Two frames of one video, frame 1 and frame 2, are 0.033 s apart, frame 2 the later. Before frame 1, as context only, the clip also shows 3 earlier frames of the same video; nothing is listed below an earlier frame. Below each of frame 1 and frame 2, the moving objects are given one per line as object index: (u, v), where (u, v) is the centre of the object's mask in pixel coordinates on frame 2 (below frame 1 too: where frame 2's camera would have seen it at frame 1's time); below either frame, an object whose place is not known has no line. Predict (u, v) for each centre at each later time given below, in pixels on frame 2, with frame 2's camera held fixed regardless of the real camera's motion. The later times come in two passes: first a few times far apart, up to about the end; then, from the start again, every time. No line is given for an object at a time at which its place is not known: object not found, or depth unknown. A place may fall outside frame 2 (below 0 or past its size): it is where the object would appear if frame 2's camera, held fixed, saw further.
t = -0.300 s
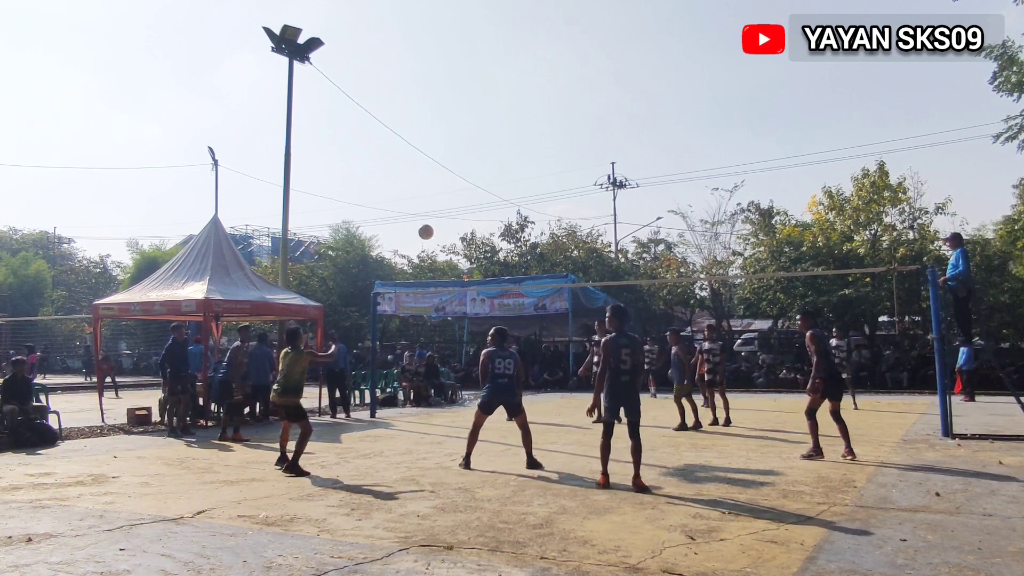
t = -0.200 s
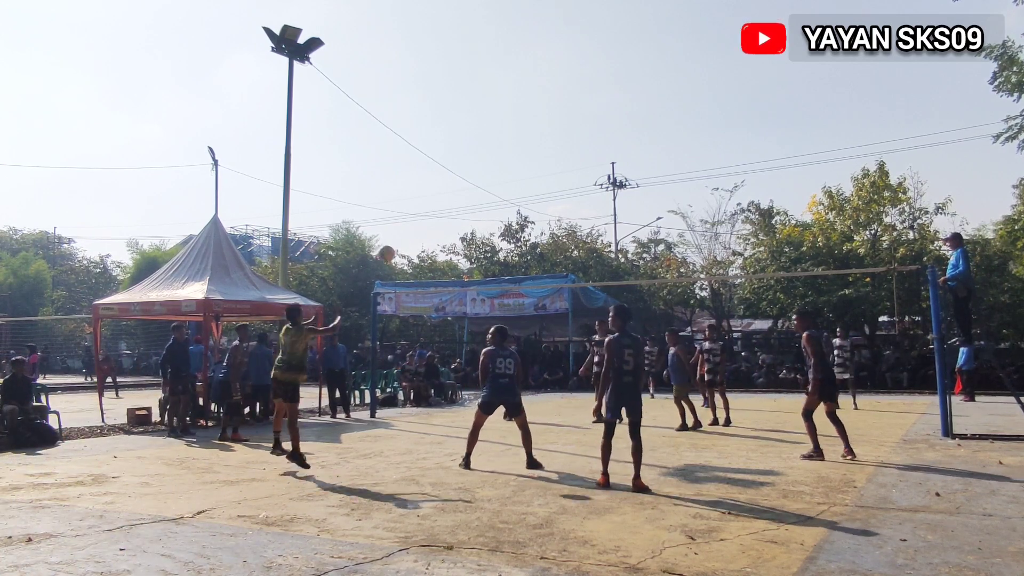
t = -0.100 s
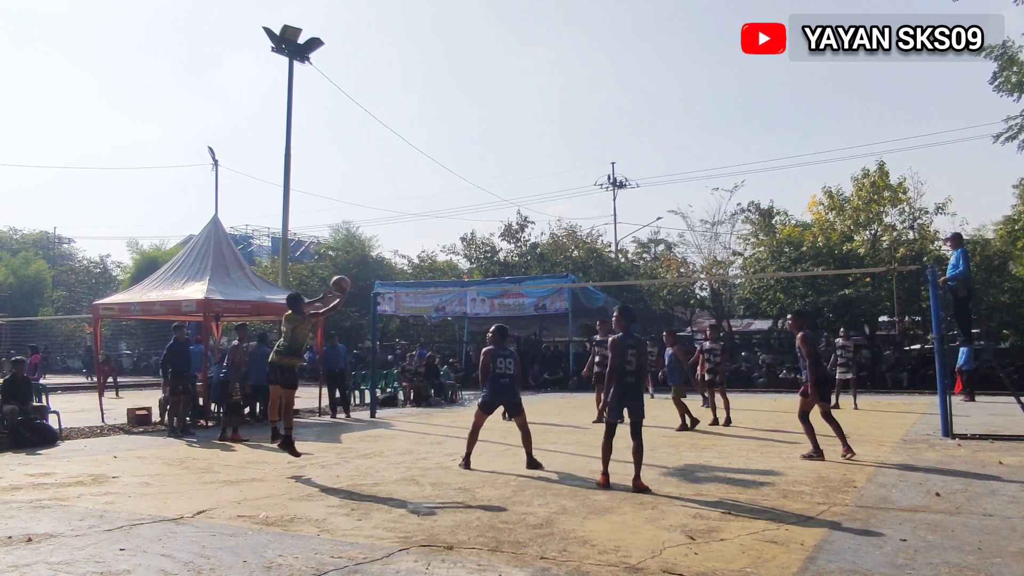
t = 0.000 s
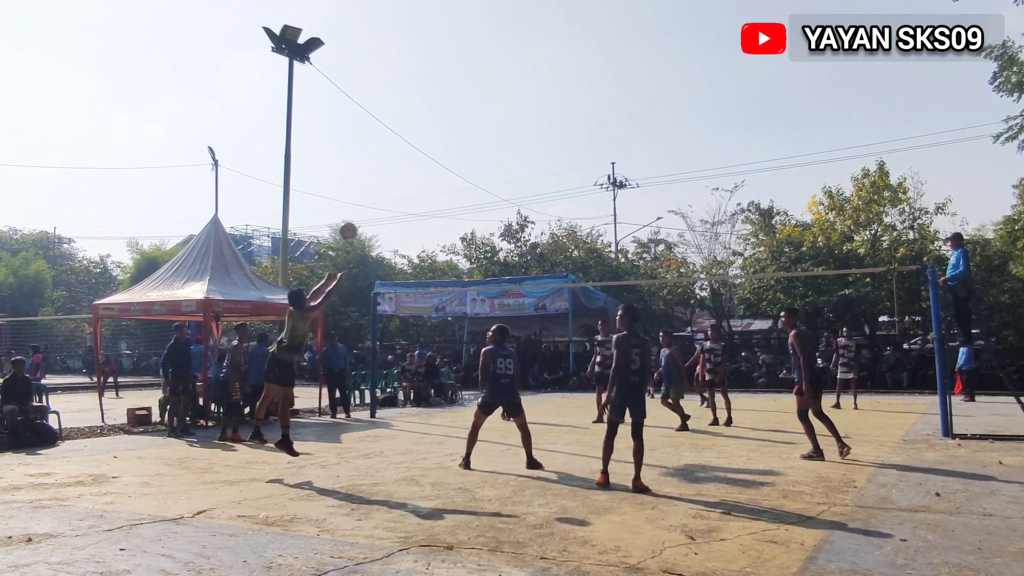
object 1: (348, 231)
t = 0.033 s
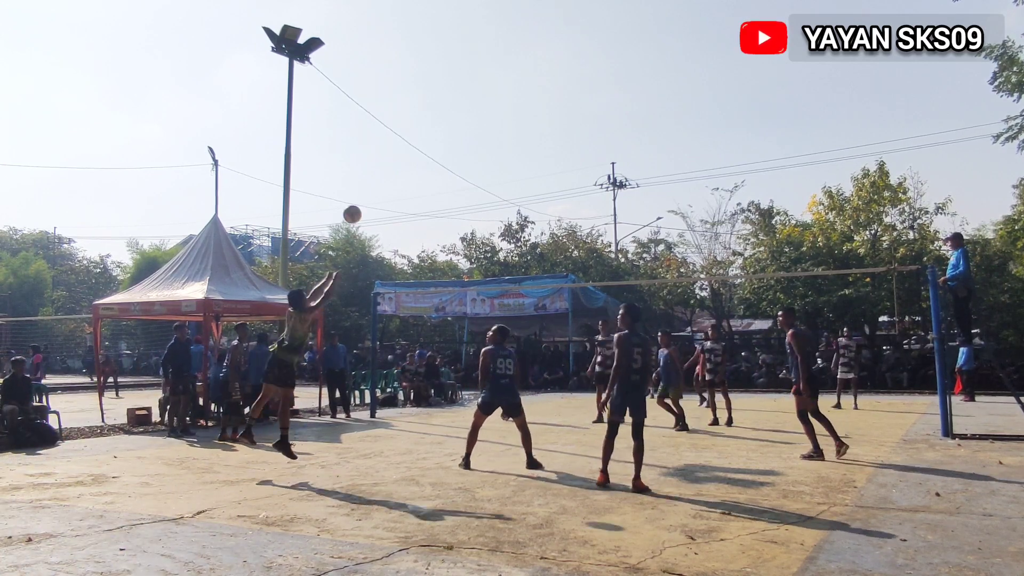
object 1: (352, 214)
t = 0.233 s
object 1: (375, 138)
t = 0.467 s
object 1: (397, 97)
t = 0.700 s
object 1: (415, 99)
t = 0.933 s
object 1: (431, 137)
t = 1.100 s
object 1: (441, 184)
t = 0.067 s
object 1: (356, 198)
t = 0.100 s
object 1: (360, 184)
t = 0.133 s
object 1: (364, 171)
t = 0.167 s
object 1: (368, 159)
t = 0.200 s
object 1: (371, 148)
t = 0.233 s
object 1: (375, 138)
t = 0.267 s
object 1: (378, 129)
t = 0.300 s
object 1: (381, 121)
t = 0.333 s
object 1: (385, 115)
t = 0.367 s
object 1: (388, 109)
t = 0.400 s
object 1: (391, 104)
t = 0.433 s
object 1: (394, 100)
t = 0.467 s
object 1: (397, 97)
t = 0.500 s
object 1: (400, 95)
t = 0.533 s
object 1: (402, 94)
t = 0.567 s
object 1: (405, 93)
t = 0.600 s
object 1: (408, 94)
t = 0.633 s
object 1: (410, 95)
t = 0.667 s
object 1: (413, 97)
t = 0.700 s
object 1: (415, 99)
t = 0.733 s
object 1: (418, 103)
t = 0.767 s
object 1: (420, 107)
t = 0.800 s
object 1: (422, 112)
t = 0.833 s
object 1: (425, 117)
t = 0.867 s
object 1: (427, 123)
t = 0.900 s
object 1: (429, 130)
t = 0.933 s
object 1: (431, 137)
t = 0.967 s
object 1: (433, 146)
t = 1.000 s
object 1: (435, 154)
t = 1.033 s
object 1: (437, 163)
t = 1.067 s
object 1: (439, 173)
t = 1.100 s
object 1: (441, 184)
